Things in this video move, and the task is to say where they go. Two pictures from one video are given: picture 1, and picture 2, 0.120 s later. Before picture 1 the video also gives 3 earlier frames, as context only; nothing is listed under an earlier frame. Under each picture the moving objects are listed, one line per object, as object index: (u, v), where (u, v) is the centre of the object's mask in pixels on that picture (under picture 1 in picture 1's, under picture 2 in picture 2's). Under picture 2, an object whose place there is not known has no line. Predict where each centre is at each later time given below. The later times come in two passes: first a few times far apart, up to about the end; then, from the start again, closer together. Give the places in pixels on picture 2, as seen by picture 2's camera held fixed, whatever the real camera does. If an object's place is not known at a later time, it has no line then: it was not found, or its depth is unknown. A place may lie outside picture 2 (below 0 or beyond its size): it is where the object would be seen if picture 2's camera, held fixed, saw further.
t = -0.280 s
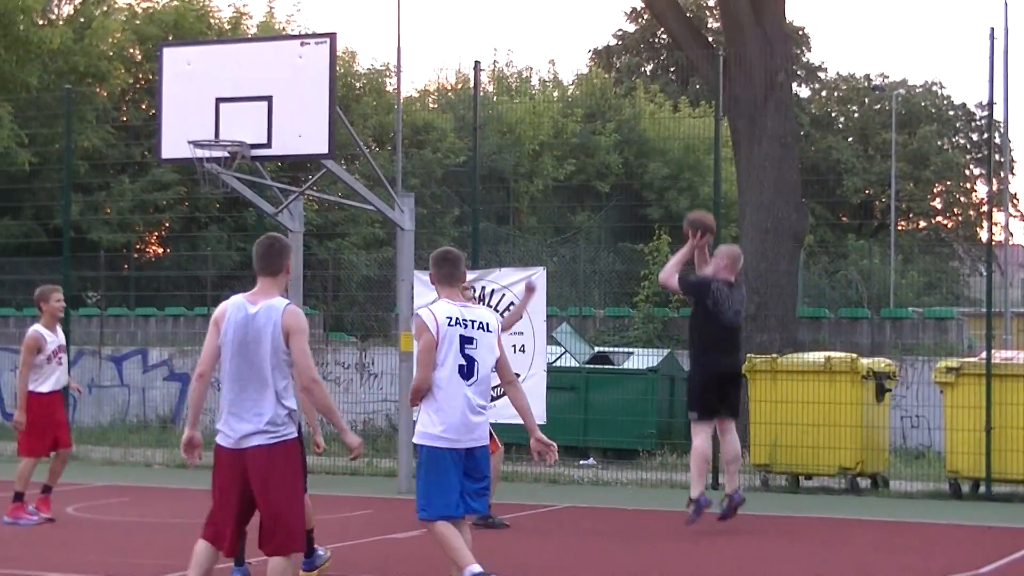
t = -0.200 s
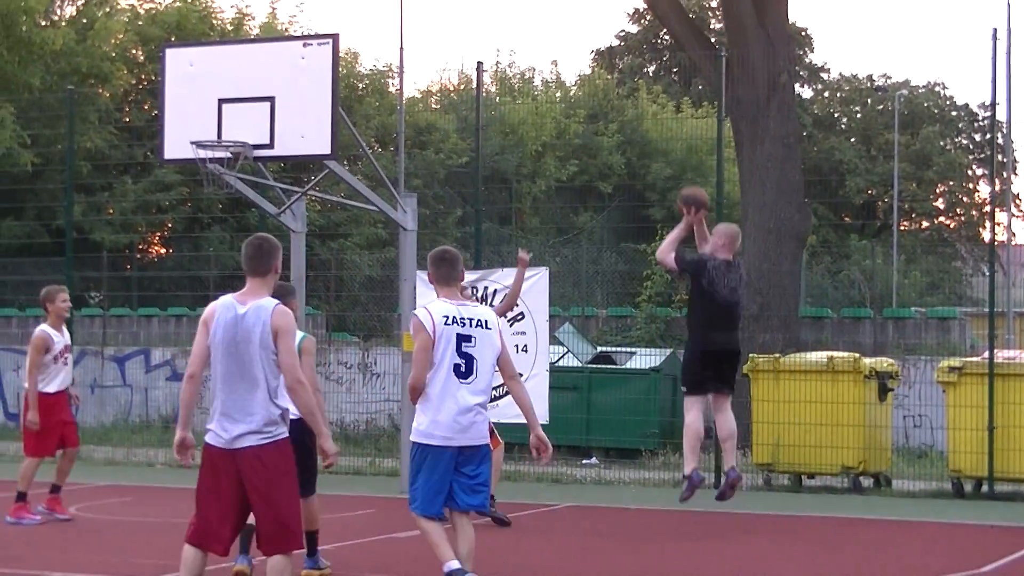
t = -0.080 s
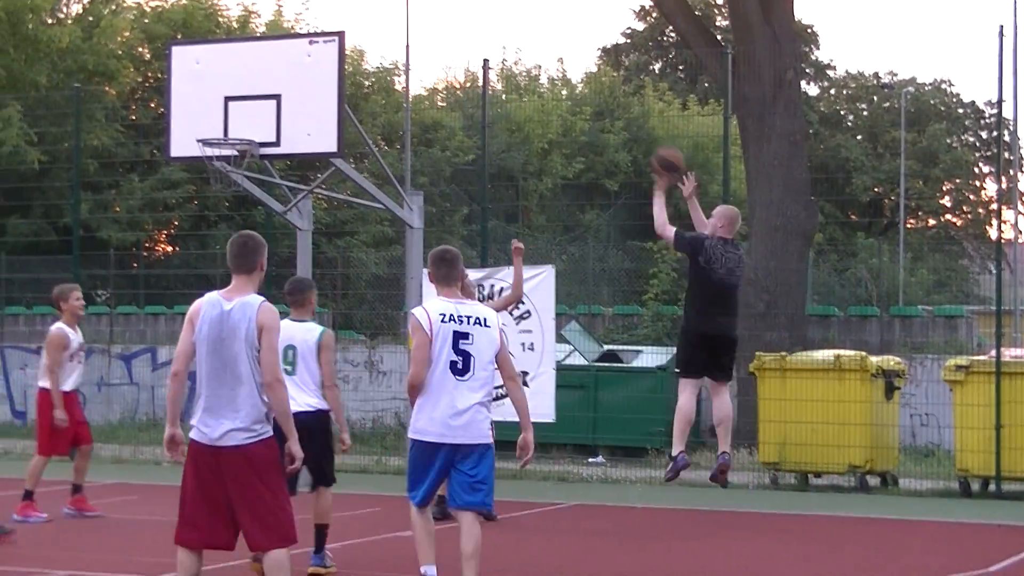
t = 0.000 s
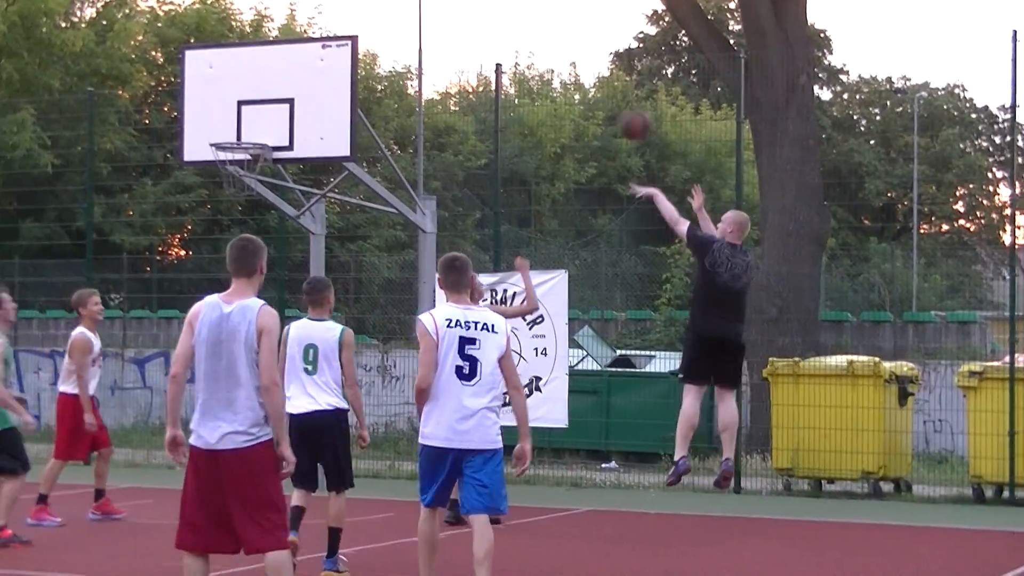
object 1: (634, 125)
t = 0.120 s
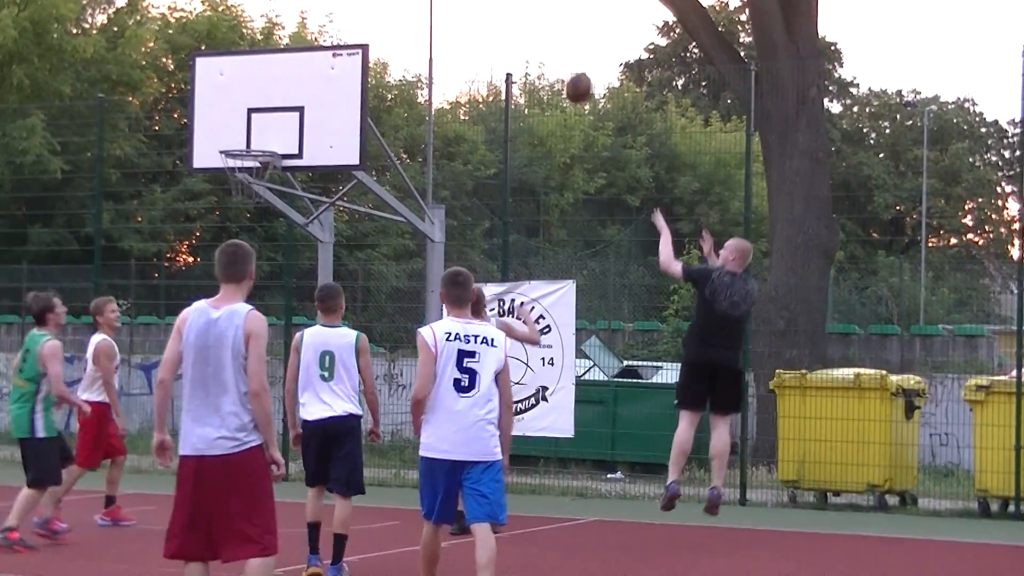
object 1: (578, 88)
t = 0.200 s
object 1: (535, 67)
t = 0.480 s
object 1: (390, 57)
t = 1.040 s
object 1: (249, 211)
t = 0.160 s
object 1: (556, 77)
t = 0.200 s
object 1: (535, 67)
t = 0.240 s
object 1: (514, 60)
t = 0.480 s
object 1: (390, 57)
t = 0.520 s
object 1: (371, 63)
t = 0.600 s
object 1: (332, 80)
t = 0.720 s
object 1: (275, 119)
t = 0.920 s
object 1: (244, 187)
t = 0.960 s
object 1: (246, 195)
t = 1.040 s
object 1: (249, 211)
